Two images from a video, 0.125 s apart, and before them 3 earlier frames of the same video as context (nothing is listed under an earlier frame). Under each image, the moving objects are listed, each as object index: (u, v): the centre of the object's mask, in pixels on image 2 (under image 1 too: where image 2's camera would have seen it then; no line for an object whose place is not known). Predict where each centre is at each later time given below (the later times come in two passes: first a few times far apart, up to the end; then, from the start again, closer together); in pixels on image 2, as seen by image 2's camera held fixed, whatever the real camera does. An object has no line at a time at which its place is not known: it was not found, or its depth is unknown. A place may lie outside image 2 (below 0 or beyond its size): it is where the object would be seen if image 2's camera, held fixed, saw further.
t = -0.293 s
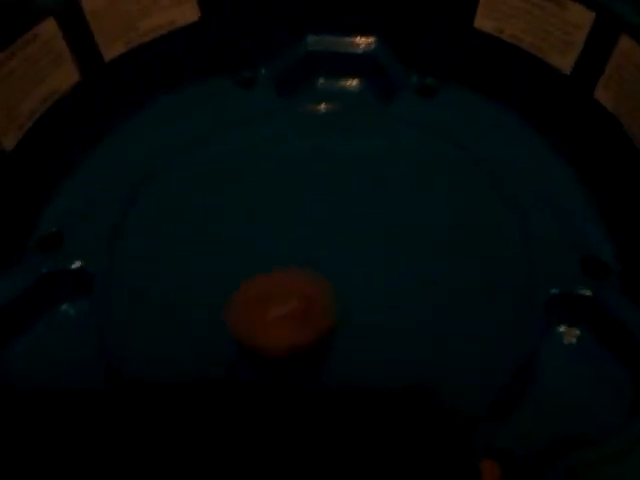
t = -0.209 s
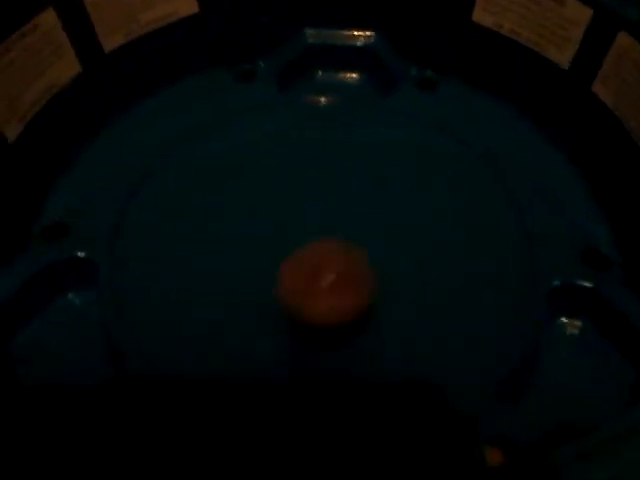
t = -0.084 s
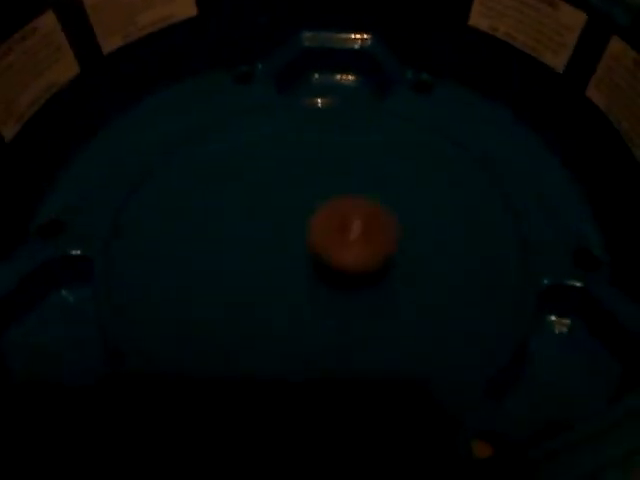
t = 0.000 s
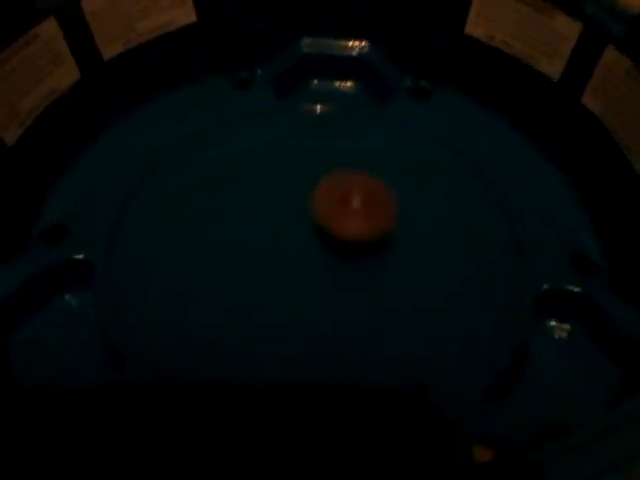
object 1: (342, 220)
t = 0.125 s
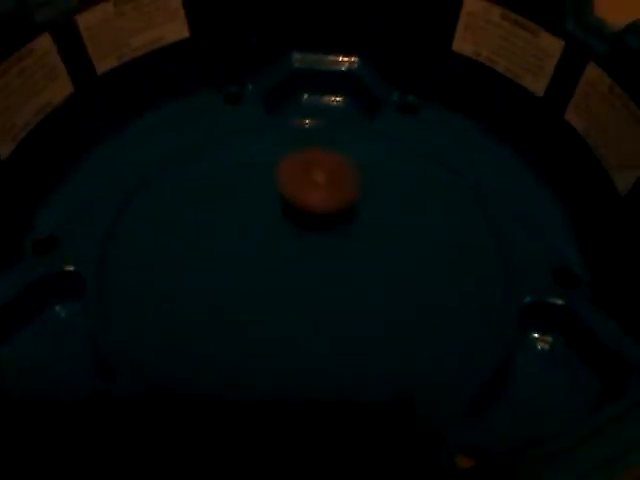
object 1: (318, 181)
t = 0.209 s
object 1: (293, 169)
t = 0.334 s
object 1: (251, 170)
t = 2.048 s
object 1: (314, 295)
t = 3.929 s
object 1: (308, 236)
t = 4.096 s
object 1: (312, 258)
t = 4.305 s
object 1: (323, 273)
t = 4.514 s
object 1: (323, 269)
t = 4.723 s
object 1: (305, 256)
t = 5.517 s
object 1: (277, 241)
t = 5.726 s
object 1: (297, 225)
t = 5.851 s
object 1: (302, 218)
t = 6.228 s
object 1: (307, 227)
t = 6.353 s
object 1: (310, 234)
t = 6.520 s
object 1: (322, 248)
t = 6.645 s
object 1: (326, 254)
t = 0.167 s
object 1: (306, 174)
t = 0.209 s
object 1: (293, 169)
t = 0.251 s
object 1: (279, 166)
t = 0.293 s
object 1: (265, 166)
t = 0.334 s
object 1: (251, 170)
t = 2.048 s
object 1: (314, 295)
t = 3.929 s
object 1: (308, 236)
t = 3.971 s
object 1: (307, 242)
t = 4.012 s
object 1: (308, 248)
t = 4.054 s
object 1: (310, 255)
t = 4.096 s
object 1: (312, 258)
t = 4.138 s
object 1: (314, 262)
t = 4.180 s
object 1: (317, 267)
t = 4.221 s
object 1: (319, 271)
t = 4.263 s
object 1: (321, 272)
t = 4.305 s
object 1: (323, 273)
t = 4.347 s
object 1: (324, 273)
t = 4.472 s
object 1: (324, 270)
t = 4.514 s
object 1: (323, 269)
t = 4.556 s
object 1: (322, 267)
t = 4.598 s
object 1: (319, 265)
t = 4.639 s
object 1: (315, 262)
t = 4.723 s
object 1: (305, 256)
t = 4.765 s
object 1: (298, 253)
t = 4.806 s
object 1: (292, 252)
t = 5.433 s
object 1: (270, 246)
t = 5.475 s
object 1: (274, 243)
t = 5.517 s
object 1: (277, 241)
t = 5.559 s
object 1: (282, 239)
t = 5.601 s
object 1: (287, 235)
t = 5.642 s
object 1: (291, 232)
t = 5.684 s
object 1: (294, 228)
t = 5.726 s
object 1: (297, 225)
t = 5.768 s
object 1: (299, 221)
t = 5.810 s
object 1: (300, 220)
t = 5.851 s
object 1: (302, 218)
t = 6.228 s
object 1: (307, 227)
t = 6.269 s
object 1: (308, 229)
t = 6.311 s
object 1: (308, 231)
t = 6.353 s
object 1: (310, 234)
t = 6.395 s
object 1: (313, 238)
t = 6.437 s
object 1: (316, 242)
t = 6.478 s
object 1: (319, 245)
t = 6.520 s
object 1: (322, 248)
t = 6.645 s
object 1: (326, 254)
